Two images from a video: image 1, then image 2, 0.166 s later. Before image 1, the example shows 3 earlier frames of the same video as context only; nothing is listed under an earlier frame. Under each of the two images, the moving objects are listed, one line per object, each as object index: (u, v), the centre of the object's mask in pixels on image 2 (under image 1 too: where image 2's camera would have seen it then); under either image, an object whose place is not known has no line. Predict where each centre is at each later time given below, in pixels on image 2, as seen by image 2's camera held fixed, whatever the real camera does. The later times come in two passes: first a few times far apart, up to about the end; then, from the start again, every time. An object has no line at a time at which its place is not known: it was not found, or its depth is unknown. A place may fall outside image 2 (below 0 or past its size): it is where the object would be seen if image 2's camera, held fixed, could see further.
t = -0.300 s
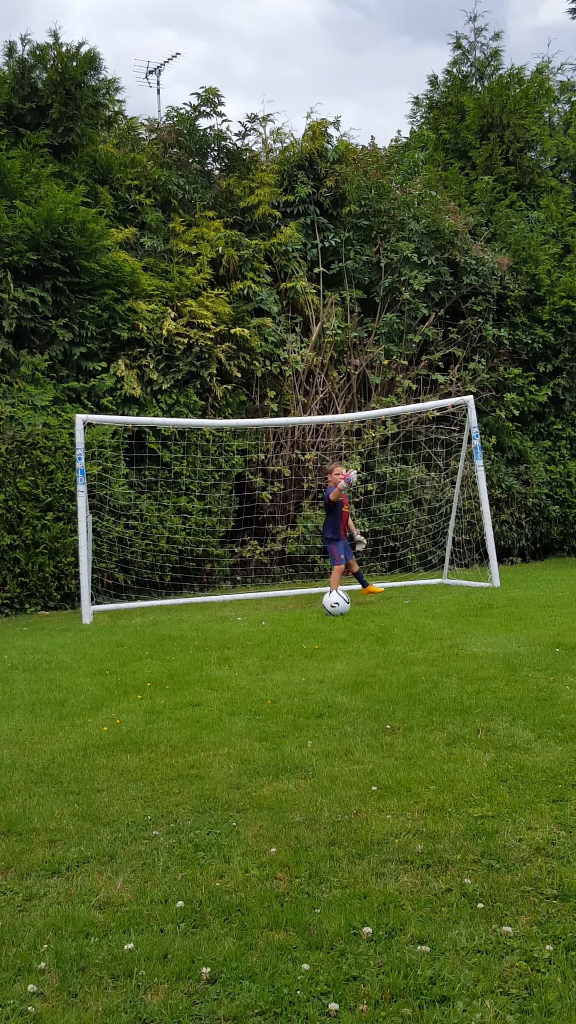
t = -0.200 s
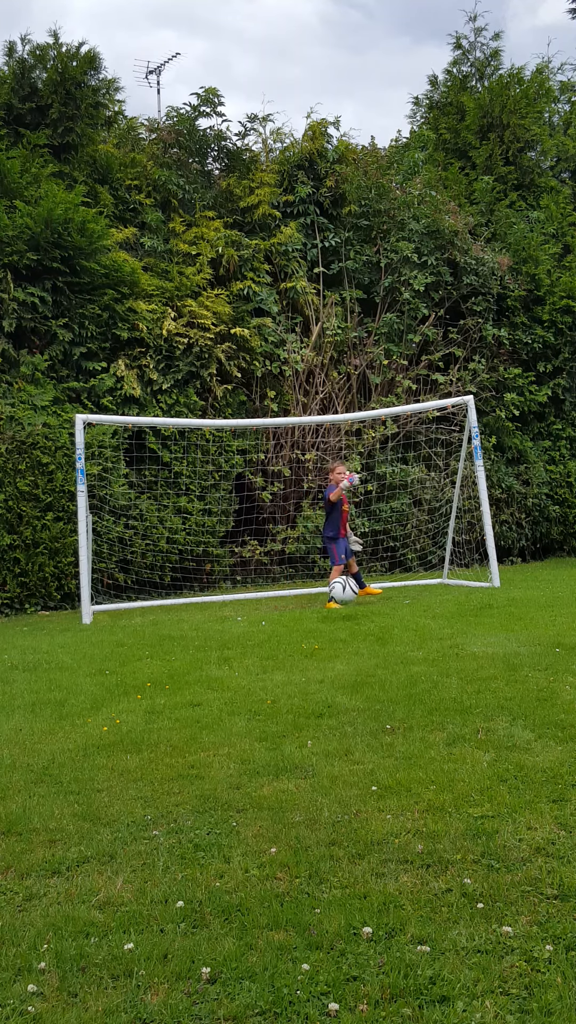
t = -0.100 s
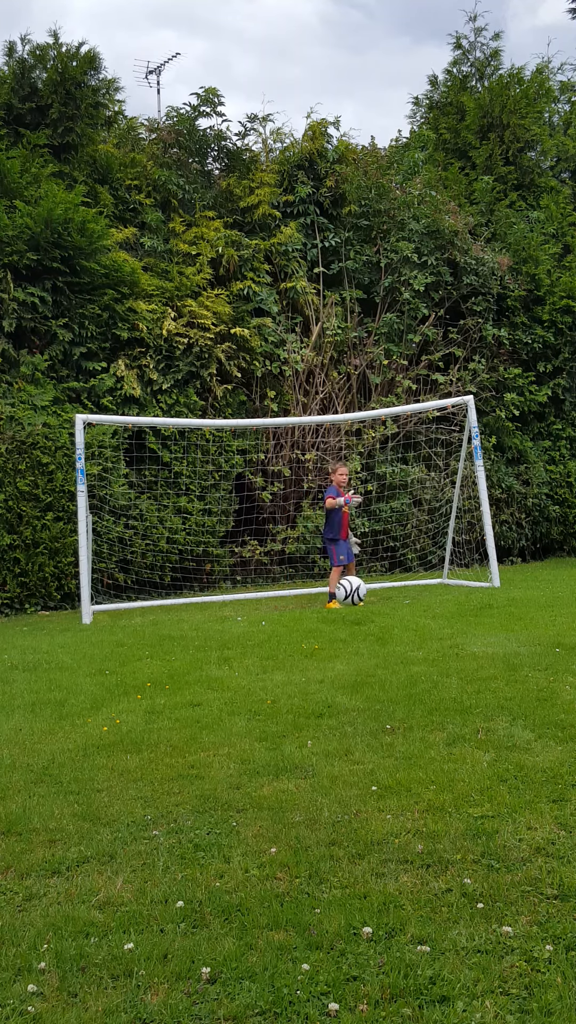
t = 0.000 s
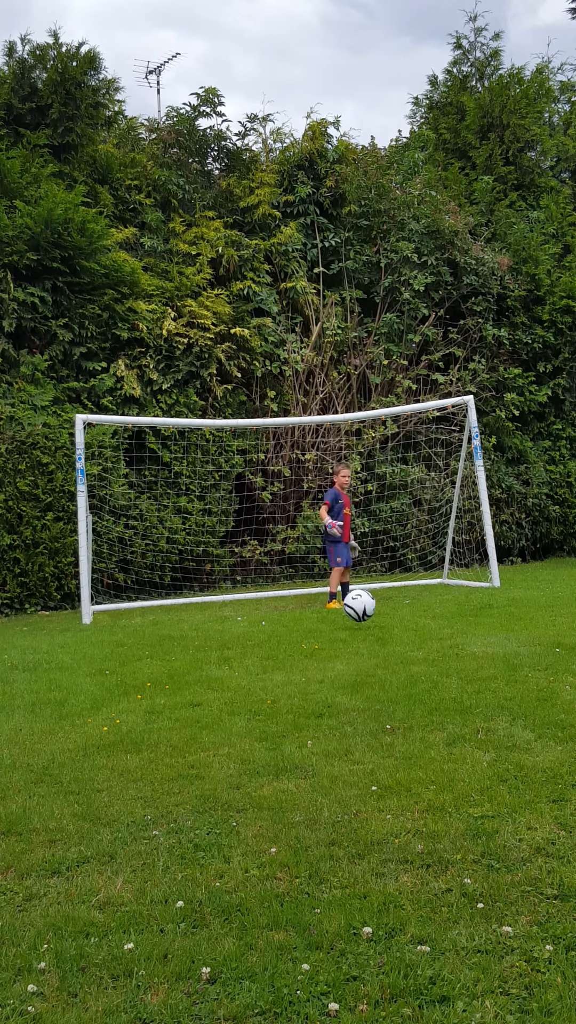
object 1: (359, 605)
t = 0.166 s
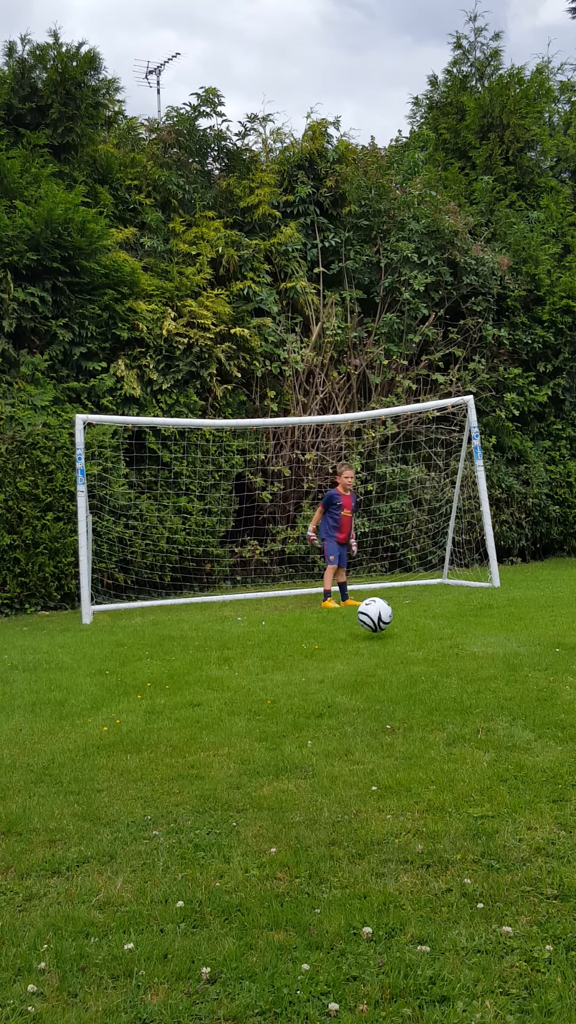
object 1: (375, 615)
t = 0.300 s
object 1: (389, 629)
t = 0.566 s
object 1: (414, 645)
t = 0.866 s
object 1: (441, 661)
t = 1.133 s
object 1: (467, 674)
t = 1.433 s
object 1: (502, 714)
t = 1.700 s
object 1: (534, 746)
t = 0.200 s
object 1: (378, 615)
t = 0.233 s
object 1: (381, 618)
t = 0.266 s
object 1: (385, 623)
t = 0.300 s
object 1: (389, 629)
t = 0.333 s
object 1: (392, 635)
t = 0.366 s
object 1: (395, 635)
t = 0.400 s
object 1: (398, 633)
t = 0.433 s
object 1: (401, 631)
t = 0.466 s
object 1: (404, 632)
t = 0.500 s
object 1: (407, 634)
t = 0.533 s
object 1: (410, 639)
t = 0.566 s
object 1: (414, 645)
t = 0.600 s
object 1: (417, 647)
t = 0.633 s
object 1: (420, 646)
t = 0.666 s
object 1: (422, 646)
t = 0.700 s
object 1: (425, 647)
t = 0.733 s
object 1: (428, 650)
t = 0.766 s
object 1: (431, 655)
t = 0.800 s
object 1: (435, 660)
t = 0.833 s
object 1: (438, 661)
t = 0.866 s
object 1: (441, 661)
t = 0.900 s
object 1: (444, 663)
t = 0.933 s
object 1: (447, 665)
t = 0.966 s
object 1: (451, 667)
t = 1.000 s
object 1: (454, 671)
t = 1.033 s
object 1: (457, 674)
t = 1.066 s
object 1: (460, 674)
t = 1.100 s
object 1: (463, 674)
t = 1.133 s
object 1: (467, 674)
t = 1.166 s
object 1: (471, 678)
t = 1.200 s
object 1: (474, 684)
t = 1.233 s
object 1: (478, 690)
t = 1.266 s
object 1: (482, 694)
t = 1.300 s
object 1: (485, 695)
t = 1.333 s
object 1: (489, 698)
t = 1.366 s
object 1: (494, 703)
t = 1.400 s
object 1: (498, 710)
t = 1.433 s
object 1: (502, 714)
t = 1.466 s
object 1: (506, 716)
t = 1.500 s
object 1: (510, 719)
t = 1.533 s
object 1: (514, 724)
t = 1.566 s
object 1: (517, 730)
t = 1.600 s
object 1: (521, 734)
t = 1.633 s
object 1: (525, 736)
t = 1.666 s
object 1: (529, 741)
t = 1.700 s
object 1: (534, 746)
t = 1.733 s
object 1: (537, 752)
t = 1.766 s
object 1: (540, 756)
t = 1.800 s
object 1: (543, 759)
